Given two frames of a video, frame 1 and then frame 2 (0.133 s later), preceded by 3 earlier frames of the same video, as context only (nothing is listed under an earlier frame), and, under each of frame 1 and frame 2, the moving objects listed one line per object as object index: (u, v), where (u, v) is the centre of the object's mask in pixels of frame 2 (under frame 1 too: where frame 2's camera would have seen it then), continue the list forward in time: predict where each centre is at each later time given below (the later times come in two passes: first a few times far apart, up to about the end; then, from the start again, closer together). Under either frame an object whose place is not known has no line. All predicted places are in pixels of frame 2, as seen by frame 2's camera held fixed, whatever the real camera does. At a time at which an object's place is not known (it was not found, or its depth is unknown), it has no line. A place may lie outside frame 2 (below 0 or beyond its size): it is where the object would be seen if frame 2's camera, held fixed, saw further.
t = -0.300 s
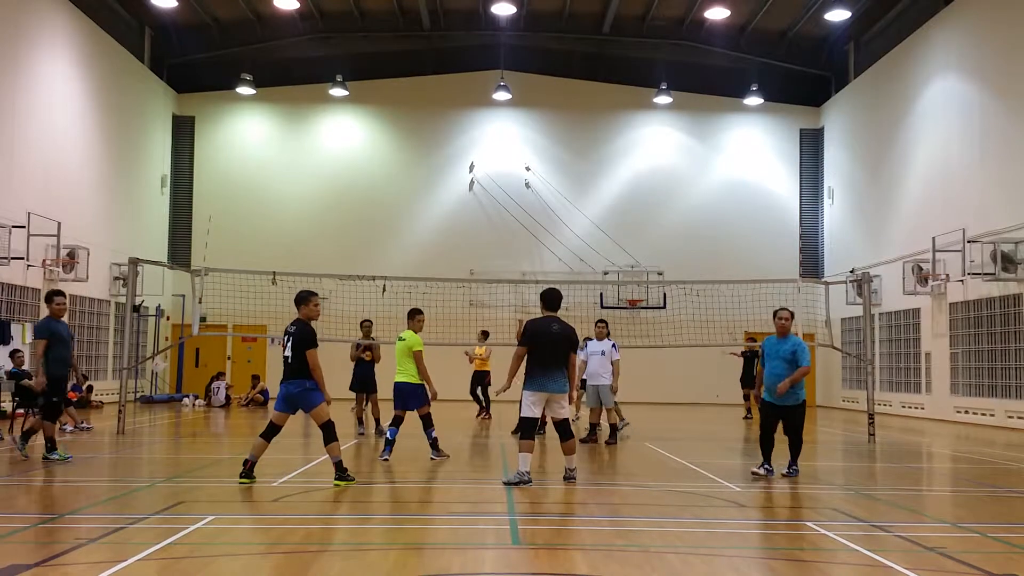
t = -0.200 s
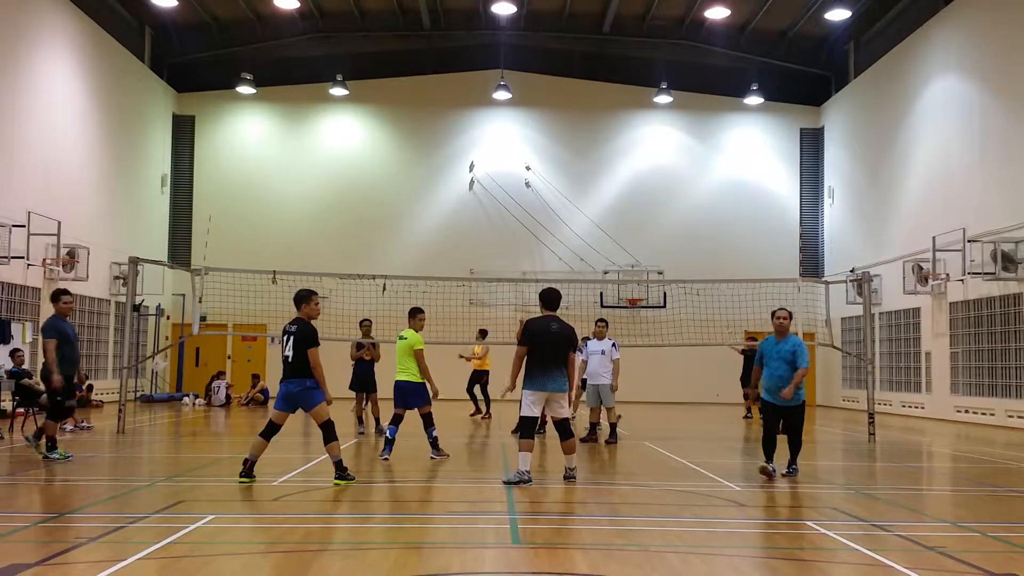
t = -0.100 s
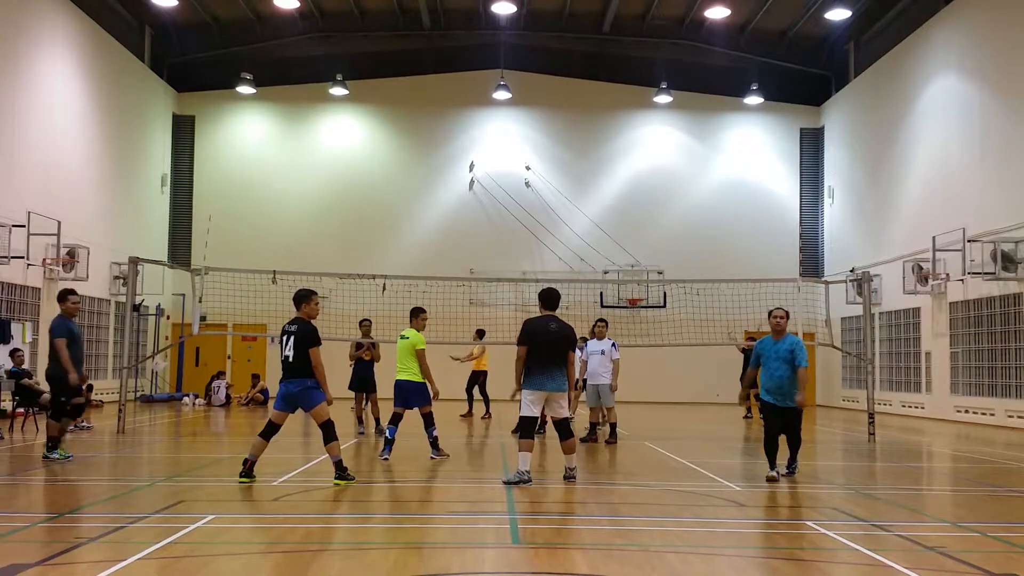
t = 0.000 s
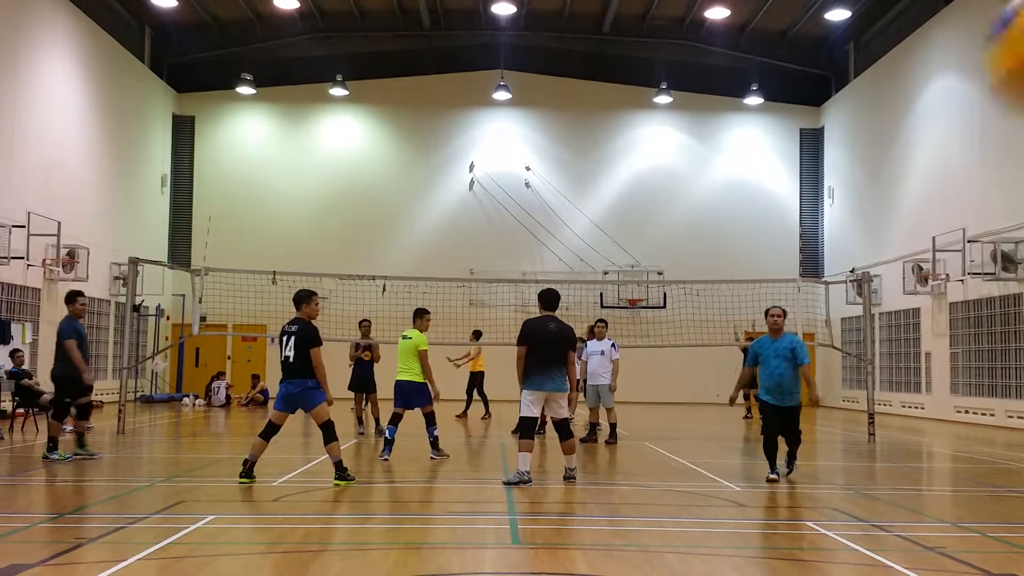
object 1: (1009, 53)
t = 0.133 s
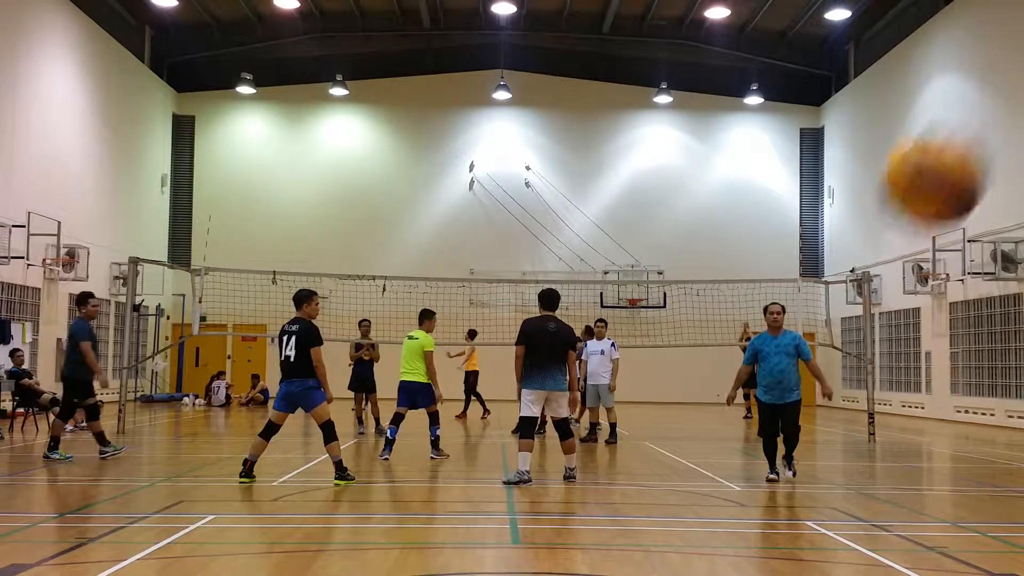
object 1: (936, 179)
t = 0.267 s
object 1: (859, 326)
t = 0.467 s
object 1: (792, 549)
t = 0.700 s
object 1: (764, 464)
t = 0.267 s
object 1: (859, 326)
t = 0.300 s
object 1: (846, 362)
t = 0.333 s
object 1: (833, 396)
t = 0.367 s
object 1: (819, 436)
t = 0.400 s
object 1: (812, 473)
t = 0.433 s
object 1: (802, 516)
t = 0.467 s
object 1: (792, 549)
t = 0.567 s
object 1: (773, 562)
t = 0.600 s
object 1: (773, 551)
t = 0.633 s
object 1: (769, 518)
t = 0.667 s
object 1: (767, 488)
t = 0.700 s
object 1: (764, 464)
